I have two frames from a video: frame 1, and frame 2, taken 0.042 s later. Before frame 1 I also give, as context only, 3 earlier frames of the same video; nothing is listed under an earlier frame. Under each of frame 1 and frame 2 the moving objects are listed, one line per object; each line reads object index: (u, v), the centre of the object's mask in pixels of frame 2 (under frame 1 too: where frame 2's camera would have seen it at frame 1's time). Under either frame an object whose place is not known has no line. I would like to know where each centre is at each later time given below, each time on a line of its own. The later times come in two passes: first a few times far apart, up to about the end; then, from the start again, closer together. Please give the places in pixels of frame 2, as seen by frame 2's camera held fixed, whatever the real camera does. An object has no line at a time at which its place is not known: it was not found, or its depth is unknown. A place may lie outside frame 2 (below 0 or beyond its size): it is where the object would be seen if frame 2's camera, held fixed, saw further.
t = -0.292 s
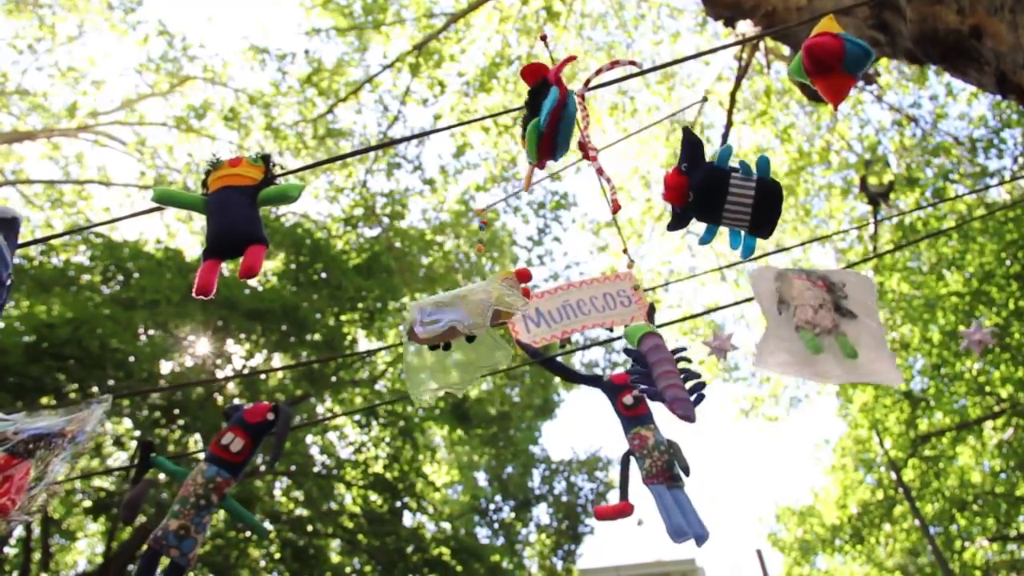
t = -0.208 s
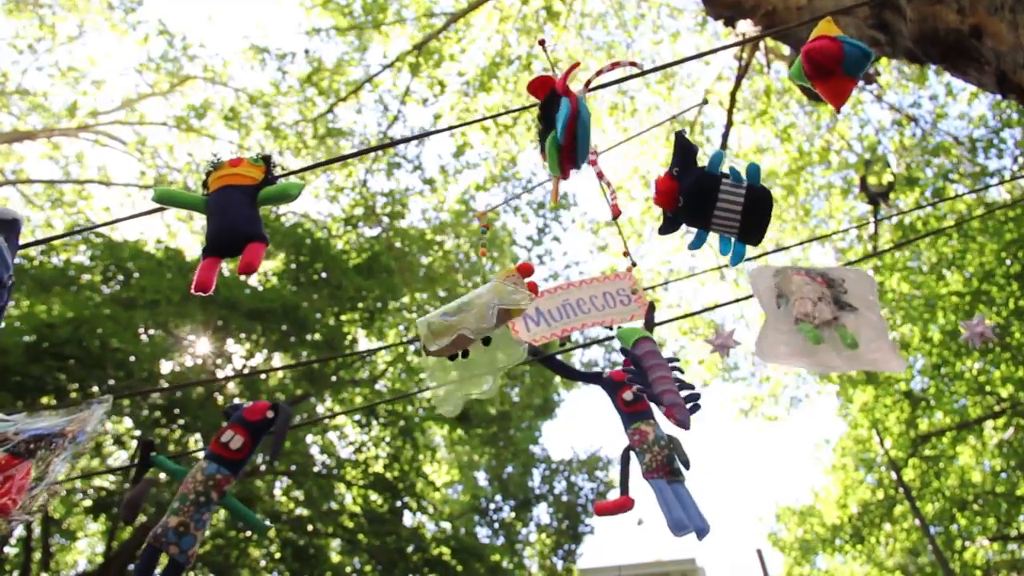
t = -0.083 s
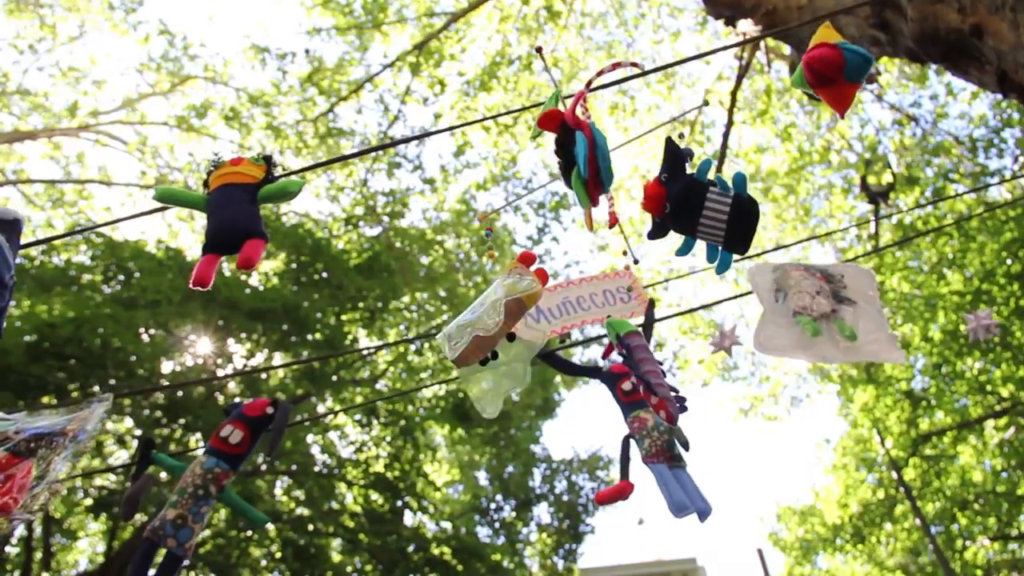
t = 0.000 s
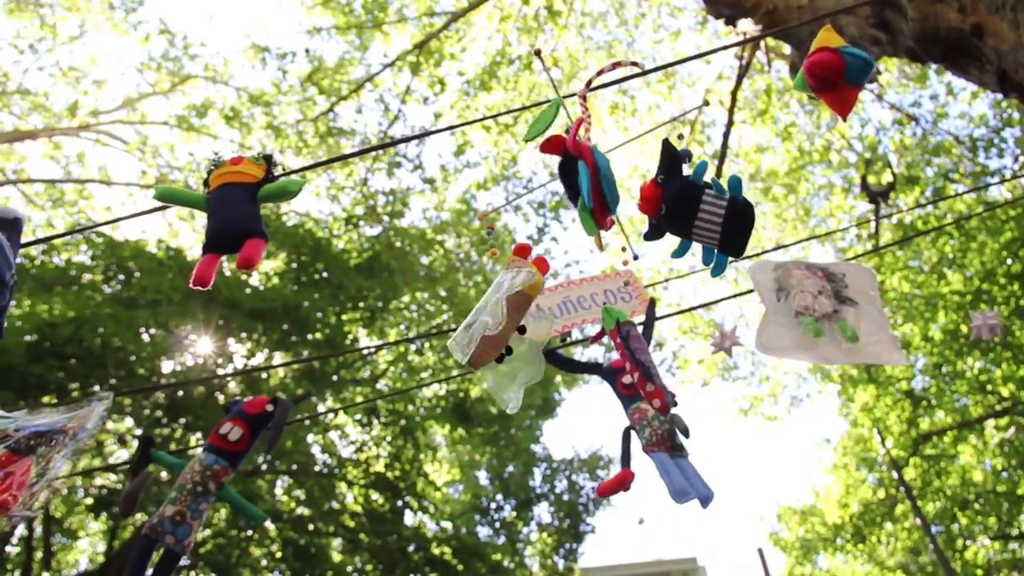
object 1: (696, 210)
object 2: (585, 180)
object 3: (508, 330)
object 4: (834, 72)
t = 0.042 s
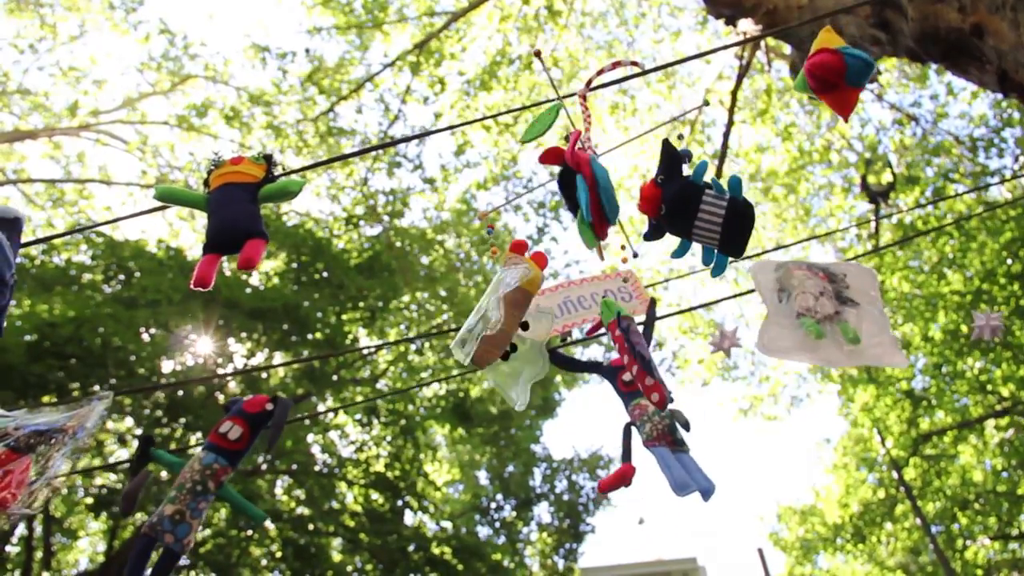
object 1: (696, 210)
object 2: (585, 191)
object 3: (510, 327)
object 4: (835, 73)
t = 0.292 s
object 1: (717, 201)
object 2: (548, 218)
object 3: (479, 306)
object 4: (837, 67)
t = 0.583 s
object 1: (722, 180)
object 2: (512, 141)
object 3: (446, 317)
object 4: (832, 57)
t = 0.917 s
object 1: (686, 172)
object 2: (537, 110)
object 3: (502, 325)
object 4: (835, 68)
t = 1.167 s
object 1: (698, 174)
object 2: (542, 197)
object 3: (513, 333)
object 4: (838, 68)
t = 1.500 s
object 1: (716, 176)
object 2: (506, 220)
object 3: (494, 352)
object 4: (833, 59)
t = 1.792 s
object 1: (683, 176)
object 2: (493, 156)
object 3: (516, 343)
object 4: (836, 71)
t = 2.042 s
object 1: (682, 156)
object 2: (509, 147)
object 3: (519, 329)
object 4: (836, 71)
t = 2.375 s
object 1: (718, 151)
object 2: (524, 181)
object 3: (475, 318)
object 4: (835, 54)
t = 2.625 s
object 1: (710, 178)
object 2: (524, 169)
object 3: (483, 318)
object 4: (837, 62)
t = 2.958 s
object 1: (699, 192)
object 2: (521, 163)
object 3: (491, 337)
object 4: (835, 73)
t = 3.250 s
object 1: (711, 177)
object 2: (528, 202)
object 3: (469, 340)
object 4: (832, 60)
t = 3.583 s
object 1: (699, 172)
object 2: (515, 183)
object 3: (476, 317)
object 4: (835, 64)
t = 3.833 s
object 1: (694, 165)
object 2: (504, 133)
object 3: (496, 333)
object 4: (836, 69)
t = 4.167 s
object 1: (702, 158)
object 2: (505, 170)
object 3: (497, 352)
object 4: (833, 59)
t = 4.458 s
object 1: (684, 164)
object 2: (488, 224)
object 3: (498, 334)
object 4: (837, 63)
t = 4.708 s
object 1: (667, 156)
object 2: (469, 207)
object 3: (520, 343)
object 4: (837, 68)
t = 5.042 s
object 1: (667, 135)
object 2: (457, 199)
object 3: (556, 367)
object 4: (834, 62)
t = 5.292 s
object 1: (666, 134)
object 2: (470, 246)
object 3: (571, 356)
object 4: (837, 62)
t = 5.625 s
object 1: (645, 131)
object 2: (473, 263)
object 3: (587, 355)
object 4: (838, 65)
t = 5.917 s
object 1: (626, 122)
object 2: (452, 247)
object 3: (601, 371)
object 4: (835, 60)
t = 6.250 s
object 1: (621, 132)
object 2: (449, 281)
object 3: (604, 351)
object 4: (838, 65)
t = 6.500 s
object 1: (614, 131)
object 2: (467, 311)
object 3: (617, 351)
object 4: (838, 67)
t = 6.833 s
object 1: (595, 124)
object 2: (471, 307)
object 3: (642, 358)
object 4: (835, 59)
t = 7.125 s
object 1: (583, 133)
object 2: (456, 315)
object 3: (652, 341)
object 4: (838, 62)
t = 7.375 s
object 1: (571, 134)
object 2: (462, 345)
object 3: (657, 336)
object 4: (838, 66)
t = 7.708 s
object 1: (550, 136)
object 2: (492, 368)
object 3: (679, 354)
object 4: (835, 59)
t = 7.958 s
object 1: (545, 157)
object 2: (500, 374)
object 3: (697, 338)
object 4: (837, 62)
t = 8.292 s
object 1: (535, 173)
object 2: (506, 394)
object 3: (712, 319)
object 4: (838, 68)
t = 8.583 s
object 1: (513, 166)
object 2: (528, 406)
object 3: (728, 311)
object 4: (836, 58)
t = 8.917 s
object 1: (507, 181)
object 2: (548, 402)
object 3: (736, 291)
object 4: (838, 59)
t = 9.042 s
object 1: (508, 193)
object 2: (554, 403)
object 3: (740, 282)
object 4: (839, 64)
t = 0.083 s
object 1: (698, 210)
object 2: (582, 201)
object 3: (510, 324)
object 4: (835, 73)
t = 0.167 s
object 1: (703, 207)
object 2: (571, 215)
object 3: (503, 314)
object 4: (836, 72)
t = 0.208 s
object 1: (708, 205)
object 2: (564, 219)
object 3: (496, 311)
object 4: (837, 71)
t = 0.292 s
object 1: (717, 201)
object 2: (548, 218)
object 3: (479, 306)
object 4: (837, 67)
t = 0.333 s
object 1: (721, 198)
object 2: (540, 213)
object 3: (470, 306)
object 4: (837, 65)
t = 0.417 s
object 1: (726, 191)
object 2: (525, 196)
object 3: (454, 308)
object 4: (836, 60)
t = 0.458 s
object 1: (727, 188)
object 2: (520, 183)
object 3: (449, 311)
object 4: (835, 59)
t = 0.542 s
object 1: (725, 183)
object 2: (513, 155)
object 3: (446, 315)
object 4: (833, 57)
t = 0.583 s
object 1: (722, 180)
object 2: (512, 141)
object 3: (446, 317)
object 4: (832, 57)
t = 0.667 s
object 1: (713, 176)
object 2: (514, 115)
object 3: (454, 321)
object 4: (831, 58)
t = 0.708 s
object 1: (708, 174)
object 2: (517, 105)
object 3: (460, 321)
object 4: (831, 59)
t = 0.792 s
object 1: (697, 172)
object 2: (524, 96)
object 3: (478, 323)
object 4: (832, 63)
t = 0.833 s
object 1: (692, 172)
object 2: (529, 98)
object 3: (487, 323)
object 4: (833, 65)
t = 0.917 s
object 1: (686, 172)
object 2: (537, 110)
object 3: (502, 325)
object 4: (835, 68)
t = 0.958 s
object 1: (685, 173)
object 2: (540, 121)
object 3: (507, 326)
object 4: (836, 69)
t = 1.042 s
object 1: (687, 173)
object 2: (545, 150)
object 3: (514, 327)
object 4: (837, 70)
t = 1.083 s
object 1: (690, 173)
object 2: (545, 167)
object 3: (515, 329)
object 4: (838, 70)
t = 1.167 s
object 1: (698, 174)
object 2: (542, 197)
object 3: (513, 333)
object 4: (838, 68)
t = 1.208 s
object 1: (703, 174)
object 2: (539, 210)
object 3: (510, 336)
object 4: (837, 67)
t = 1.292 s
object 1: (712, 174)
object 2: (530, 227)
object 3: (503, 341)
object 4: (836, 64)
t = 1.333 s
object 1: (715, 174)
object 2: (525, 232)
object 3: (499, 345)
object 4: (835, 62)
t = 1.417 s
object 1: (718, 175)
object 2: (515, 231)
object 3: (496, 349)
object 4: (834, 60)
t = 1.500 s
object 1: (716, 176)
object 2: (506, 220)
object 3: (494, 352)
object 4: (833, 59)
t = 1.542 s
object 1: (713, 177)
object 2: (501, 212)
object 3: (496, 352)
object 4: (833, 60)
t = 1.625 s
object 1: (703, 178)
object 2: (495, 191)
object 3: (502, 351)
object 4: (833, 63)
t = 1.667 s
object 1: (698, 179)
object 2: (493, 181)
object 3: (506, 350)
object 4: (834, 65)
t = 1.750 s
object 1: (687, 177)
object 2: (492, 163)
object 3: (513, 346)
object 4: (835, 69)
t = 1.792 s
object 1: (683, 176)
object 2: (493, 156)
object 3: (516, 343)
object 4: (836, 71)
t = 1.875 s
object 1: (677, 171)
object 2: (496, 145)
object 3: (521, 338)
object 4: (837, 73)
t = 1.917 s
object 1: (676, 168)
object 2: (499, 143)
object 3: (522, 336)
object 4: (837, 74)
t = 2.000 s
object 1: (679, 160)
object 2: (505, 143)
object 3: (521, 331)
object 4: (836, 73)
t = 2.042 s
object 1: (682, 156)
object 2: (509, 147)
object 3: (519, 329)
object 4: (836, 71)
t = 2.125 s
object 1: (692, 151)
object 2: (515, 156)
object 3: (509, 325)
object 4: (836, 67)
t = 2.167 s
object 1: (697, 148)
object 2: (517, 159)
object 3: (502, 323)
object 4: (835, 64)
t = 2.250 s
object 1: (708, 146)
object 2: (521, 172)
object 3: (489, 321)
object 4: (835, 60)
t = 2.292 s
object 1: (712, 147)
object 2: (522, 176)
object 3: (483, 320)
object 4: (835, 57)
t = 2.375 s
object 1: (718, 151)
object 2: (524, 181)
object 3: (475, 318)
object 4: (835, 54)
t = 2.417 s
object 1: (719, 155)
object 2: (525, 182)
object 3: (474, 318)
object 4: (835, 54)
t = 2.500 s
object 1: (718, 164)
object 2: (525, 180)
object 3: (474, 318)
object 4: (836, 56)
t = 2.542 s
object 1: (717, 169)
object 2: (525, 177)
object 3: (476, 317)
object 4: (836, 57)
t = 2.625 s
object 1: (710, 178)
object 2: (524, 169)
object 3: (483, 318)
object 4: (837, 62)
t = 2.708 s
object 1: (705, 187)
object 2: (522, 163)
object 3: (489, 321)
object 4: (837, 67)
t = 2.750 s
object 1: (702, 190)
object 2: (521, 160)
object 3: (492, 323)
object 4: (837, 69)
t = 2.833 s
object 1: (698, 193)
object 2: (521, 157)
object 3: (495, 329)
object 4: (836, 73)
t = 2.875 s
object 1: (697, 193)
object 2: (521, 158)
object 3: (494, 331)
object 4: (836, 73)
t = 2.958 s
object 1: (699, 192)
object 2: (521, 163)
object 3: (491, 337)
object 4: (835, 73)
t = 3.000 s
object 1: (700, 190)
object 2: (522, 167)
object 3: (487, 339)
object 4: (835, 72)
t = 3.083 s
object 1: (704, 186)
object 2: (524, 179)
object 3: (482, 344)
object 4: (834, 68)
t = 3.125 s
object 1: (706, 182)
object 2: (525, 186)
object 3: (478, 344)
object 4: (833, 66)
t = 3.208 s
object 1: (710, 178)
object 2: (527, 197)
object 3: (472, 341)
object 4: (832, 62)
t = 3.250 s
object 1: (711, 177)
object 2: (528, 202)
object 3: (469, 340)
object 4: (832, 60)
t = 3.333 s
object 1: (711, 174)
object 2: (527, 207)
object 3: (465, 332)
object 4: (832, 59)
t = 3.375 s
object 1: (710, 174)
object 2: (526, 208)
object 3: (464, 329)
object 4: (832, 58)
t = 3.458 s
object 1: (707, 173)
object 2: (522, 203)
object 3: (466, 323)
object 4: (833, 60)
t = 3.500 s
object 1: (704, 173)
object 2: (519, 197)
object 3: (469, 320)
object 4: (834, 61)
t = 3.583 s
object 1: (699, 172)
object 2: (515, 183)
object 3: (476, 317)
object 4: (835, 64)
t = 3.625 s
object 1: (697, 172)
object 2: (513, 174)
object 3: (479, 318)
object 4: (836, 66)
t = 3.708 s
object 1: (694, 170)
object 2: (507, 154)
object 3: (487, 322)
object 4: (836, 68)
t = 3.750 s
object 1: (693, 168)
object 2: (505, 145)
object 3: (491, 326)
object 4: (836, 69)
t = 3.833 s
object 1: (694, 165)
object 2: (504, 133)
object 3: (496, 333)
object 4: (836, 69)
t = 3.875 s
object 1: (695, 163)
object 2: (504, 129)
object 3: (499, 338)
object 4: (835, 68)
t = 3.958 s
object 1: (698, 160)
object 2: (505, 130)
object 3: (501, 346)
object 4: (834, 66)
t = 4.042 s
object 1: (700, 158)
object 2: (505, 141)
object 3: (500, 351)
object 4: (833, 63)
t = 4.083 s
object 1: (701, 158)
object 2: (505, 149)
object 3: (499, 353)
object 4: (833, 62)
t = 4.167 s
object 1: (702, 158)
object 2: (505, 170)
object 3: (497, 352)
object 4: (833, 59)
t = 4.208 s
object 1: (701, 159)
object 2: (503, 182)
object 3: (496, 351)
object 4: (833, 58)
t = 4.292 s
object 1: (697, 161)
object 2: (500, 203)
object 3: (494, 346)
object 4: (834, 59)
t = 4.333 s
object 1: (695, 162)
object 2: (497, 210)
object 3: (494, 343)
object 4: (835, 59)
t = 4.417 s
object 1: (688, 164)
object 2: (491, 222)
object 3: (496, 336)
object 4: (836, 62)
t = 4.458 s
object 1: (684, 164)
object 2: (488, 224)
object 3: (498, 334)
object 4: (837, 63)
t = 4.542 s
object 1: (677, 163)
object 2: (482, 223)
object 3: (503, 333)
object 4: (837, 65)
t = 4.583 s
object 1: (674, 162)
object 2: (479, 220)
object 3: (507, 333)
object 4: (838, 66)
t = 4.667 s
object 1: (668, 159)
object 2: (472, 212)
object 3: (516, 339)
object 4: (837, 68)
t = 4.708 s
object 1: (667, 156)
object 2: (469, 207)
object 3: (520, 343)
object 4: (837, 68)
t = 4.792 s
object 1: (665, 151)
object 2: (462, 200)
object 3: (529, 352)
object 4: (836, 67)
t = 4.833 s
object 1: (665, 148)
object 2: (460, 195)
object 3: (534, 356)
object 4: (835, 67)
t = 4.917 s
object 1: (665, 141)
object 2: (456, 192)
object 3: (544, 363)
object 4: (834, 65)
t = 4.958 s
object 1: (666, 139)
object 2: (456, 192)
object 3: (548, 366)
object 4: (834, 64)
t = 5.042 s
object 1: (667, 135)
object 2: (457, 199)
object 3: (556, 367)
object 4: (834, 62)
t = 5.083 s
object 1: (668, 133)
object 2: (458, 205)
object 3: (559, 367)
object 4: (834, 61)
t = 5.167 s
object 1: (668, 133)
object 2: (463, 221)
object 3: (564, 363)
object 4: (835, 60)
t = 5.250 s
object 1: (667, 134)
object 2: (468, 237)
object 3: (569, 356)
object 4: (836, 61)
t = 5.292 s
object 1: (666, 134)
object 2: (470, 246)
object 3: (571, 356)
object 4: (837, 62)
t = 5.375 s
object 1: (662, 136)
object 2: (474, 259)
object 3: (575, 354)
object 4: (838, 64)
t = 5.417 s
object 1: (660, 136)
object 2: (476, 264)
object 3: (577, 354)
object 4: (838, 64)
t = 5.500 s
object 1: (654, 135)
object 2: (476, 267)
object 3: (580, 356)
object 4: (838, 65)
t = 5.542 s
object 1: (651, 134)
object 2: (476, 267)
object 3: (583, 358)
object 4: (838, 66)
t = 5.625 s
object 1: (645, 131)
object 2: (473, 263)
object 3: (587, 355)
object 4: (838, 65)
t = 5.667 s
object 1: (641, 129)
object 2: (471, 260)
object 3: (590, 356)
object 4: (837, 64)
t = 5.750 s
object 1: (635, 125)
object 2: (465, 254)
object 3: (590, 360)
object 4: (836, 63)
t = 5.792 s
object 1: (632, 124)
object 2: (461, 251)
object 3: (596, 365)
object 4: (836, 62)
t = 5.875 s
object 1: (628, 122)
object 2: (455, 248)
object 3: (600, 370)
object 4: (835, 60)
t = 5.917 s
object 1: (626, 122)
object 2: (452, 247)
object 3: (601, 371)
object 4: (835, 60)
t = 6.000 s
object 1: (624, 123)
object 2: (448, 250)
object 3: (605, 372)
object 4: (836, 60)
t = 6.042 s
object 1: (623, 124)
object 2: (446, 253)
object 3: (606, 371)
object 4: (836, 60)
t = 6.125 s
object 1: (622, 127)
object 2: (445, 262)
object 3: (608, 367)
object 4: (837, 62)
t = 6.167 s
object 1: (621, 129)
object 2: (446, 268)
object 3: (609, 366)
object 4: (837, 63)
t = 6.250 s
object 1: (621, 132)
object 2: (449, 281)
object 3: (604, 351)
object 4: (838, 65)
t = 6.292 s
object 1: (620, 133)
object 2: (452, 288)
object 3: (606, 350)
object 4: (838, 66)
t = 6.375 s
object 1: (618, 133)
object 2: (458, 299)
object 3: (609, 349)
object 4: (838, 68)
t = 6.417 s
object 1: (617, 133)
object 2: (461, 304)
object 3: (611, 349)
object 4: (838, 68)
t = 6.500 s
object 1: (614, 131)
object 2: (467, 311)
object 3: (617, 351)
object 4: (838, 67)
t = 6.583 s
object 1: (609, 128)
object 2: (471, 314)
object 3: (622, 354)
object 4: (837, 65)
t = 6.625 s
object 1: (607, 126)
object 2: (472, 313)
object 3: (625, 355)
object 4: (836, 63)
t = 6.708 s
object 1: (602, 124)
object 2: (473, 312)
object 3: (631, 358)
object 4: (836, 61)
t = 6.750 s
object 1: (600, 123)
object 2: (473, 311)
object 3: (635, 359)
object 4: (835, 60)
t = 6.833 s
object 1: (595, 124)
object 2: (471, 307)
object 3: (642, 358)
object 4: (835, 59)
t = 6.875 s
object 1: (593, 124)
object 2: (468, 306)
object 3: (643, 356)
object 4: (835, 58)
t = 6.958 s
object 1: (590, 127)
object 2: (464, 305)
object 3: (646, 351)
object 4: (836, 59)
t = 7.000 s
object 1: (588, 128)
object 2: (461, 307)
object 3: (648, 349)
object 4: (836, 59)
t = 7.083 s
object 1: (585, 131)
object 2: (458, 311)
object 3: (651, 344)
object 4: (837, 61)
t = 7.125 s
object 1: (583, 133)
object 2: (456, 315)
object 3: (652, 341)
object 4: (838, 62)
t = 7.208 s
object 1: (580, 134)
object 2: (455, 323)
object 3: (654, 338)
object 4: (838, 64)
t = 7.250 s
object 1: (578, 135)
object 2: (456, 329)
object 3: (654, 336)
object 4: (839, 65)
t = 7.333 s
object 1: (573, 134)
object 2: (460, 340)
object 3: (656, 335)
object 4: (839, 66)
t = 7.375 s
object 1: (571, 134)
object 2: (462, 345)
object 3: (657, 336)
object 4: (838, 66)
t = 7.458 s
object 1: (565, 132)
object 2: (470, 354)
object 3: (663, 337)
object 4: (837, 64)
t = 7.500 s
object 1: (562, 132)
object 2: (474, 357)
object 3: (667, 339)
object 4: (837, 63)
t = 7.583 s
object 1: (557, 132)
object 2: (482, 363)
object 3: (674, 343)
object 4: (836, 61)
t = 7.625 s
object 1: (554, 132)
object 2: (486, 365)
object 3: (671, 353)
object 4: (836, 60)
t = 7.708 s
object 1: (550, 136)
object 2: (492, 368)
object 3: (679, 354)
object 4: (835, 59)
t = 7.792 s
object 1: (547, 142)
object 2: (497, 370)
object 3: (686, 350)
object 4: (835, 59)
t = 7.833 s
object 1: (546, 145)
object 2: (498, 371)
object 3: (688, 350)
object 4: (835, 59)
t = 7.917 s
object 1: (546, 153)
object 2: (499, 373)
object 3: (695, 341)
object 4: (836, 61)
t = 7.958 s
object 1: (545, 157)
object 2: (500, 374)
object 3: (697, 338)
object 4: (837, 62)
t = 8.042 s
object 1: (544, 164)
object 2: (500, 377)
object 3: (701, 332)
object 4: (838, 65)
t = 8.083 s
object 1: (544, 168)
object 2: (500, 379)
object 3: (704, 330)
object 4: (838, 66)
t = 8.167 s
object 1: (542, 172)
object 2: (501, 385)
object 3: (708, 324)
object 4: (839, 68)
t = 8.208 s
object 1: (540, 173)
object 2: (502, 388)
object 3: (709, 323)
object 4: (839, 68)
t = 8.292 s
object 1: (535, 173)
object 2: (506, 394)
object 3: (712, 319)
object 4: (838, 68)
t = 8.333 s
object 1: (532, 172)
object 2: (508, 397)
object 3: (714, 318)
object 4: (838, 67)
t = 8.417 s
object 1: (525, 169)
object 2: (514, 402)
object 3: (718, 315)
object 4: (837, 64)
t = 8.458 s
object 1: (522, 168)
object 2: (518, 404)
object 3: (721, 315)
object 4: (837, 62)
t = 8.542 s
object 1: (515, 166)
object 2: (524, 405)
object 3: (725, 312)
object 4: (836, 59)
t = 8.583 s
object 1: (513, 166)
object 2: (528, 406)
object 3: (728, 311)
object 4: (836, 58)
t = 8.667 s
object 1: (508, 166)
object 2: (534, 405)
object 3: (730, 308)
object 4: (836, 55)
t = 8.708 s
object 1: (507, 167)
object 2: (537, 405)
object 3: (731, 305)
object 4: (836, 55)
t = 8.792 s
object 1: (506, 171)
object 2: (542, 403)
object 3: (732, 299)
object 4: (837, 55)
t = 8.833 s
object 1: (506, 174)
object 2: (544, 402)
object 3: (733, 297)
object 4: (837, 56)
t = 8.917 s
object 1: (507, 181)
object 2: (548, 402)
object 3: (736, 291)
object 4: (838, 59)
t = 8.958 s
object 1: (507, 185)
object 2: (550, 402)
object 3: (736, 288)
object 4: (838, 60)
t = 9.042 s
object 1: (508, 193)
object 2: (554, 403)
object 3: (740, 282)
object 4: (839, 64)
